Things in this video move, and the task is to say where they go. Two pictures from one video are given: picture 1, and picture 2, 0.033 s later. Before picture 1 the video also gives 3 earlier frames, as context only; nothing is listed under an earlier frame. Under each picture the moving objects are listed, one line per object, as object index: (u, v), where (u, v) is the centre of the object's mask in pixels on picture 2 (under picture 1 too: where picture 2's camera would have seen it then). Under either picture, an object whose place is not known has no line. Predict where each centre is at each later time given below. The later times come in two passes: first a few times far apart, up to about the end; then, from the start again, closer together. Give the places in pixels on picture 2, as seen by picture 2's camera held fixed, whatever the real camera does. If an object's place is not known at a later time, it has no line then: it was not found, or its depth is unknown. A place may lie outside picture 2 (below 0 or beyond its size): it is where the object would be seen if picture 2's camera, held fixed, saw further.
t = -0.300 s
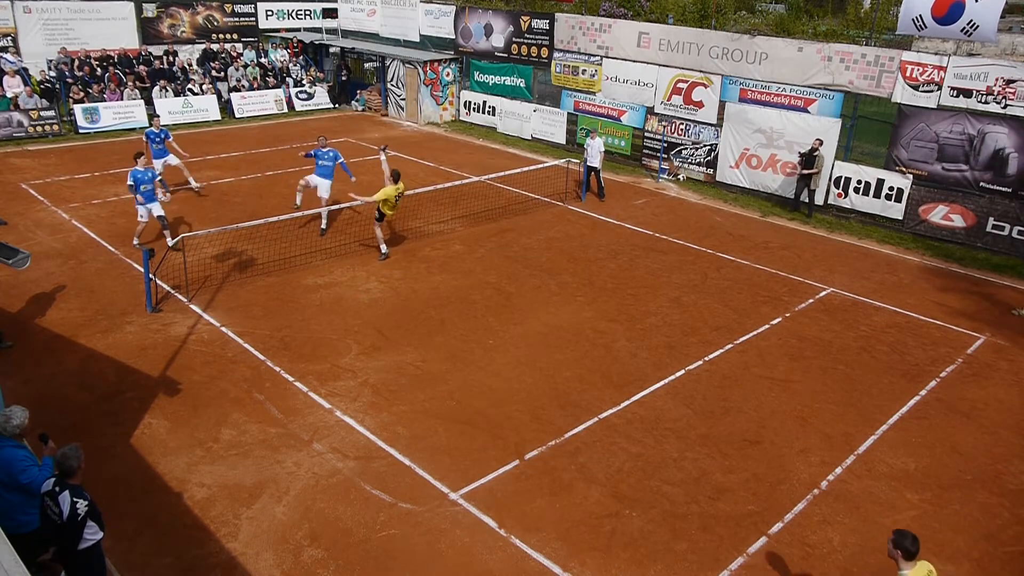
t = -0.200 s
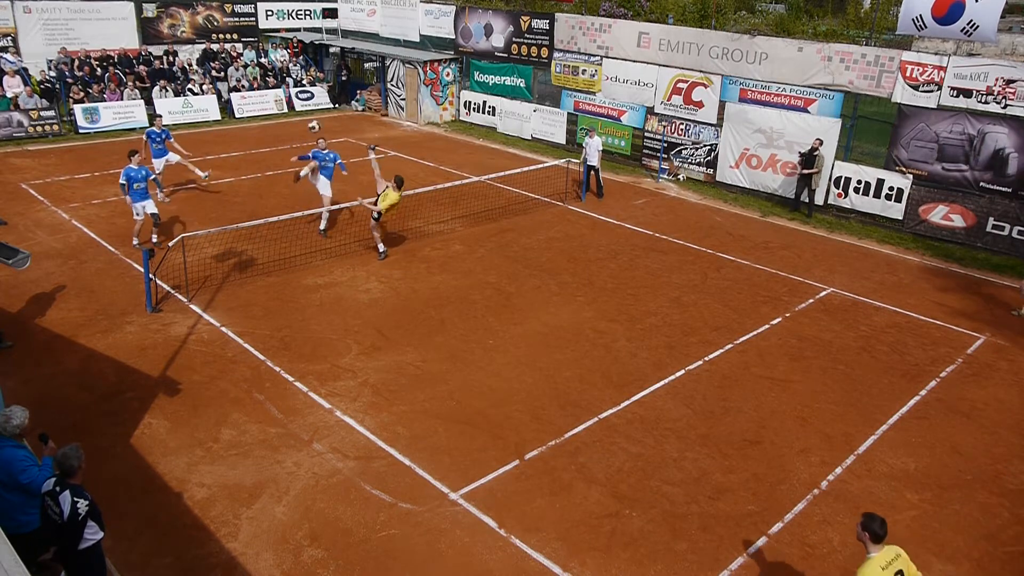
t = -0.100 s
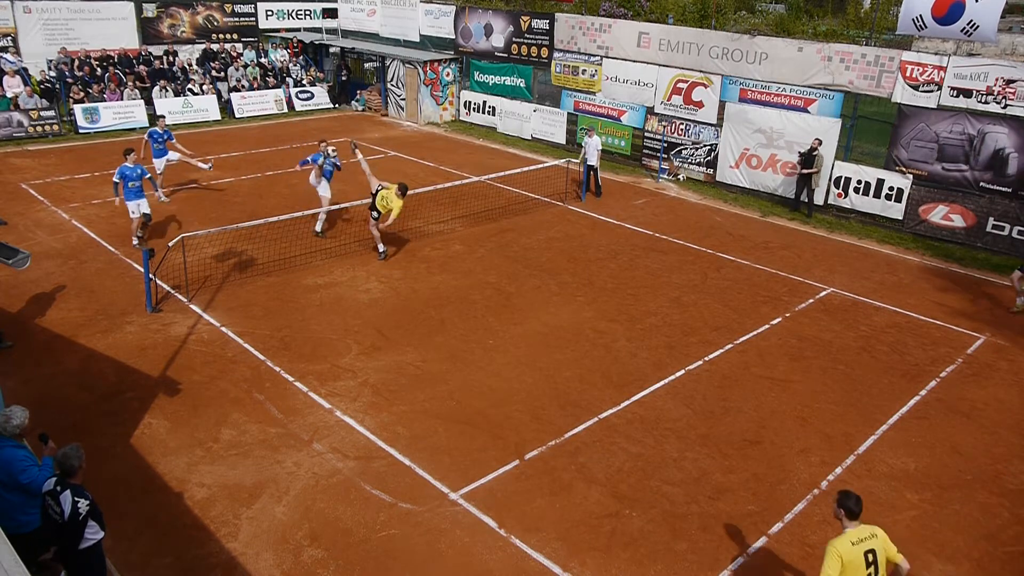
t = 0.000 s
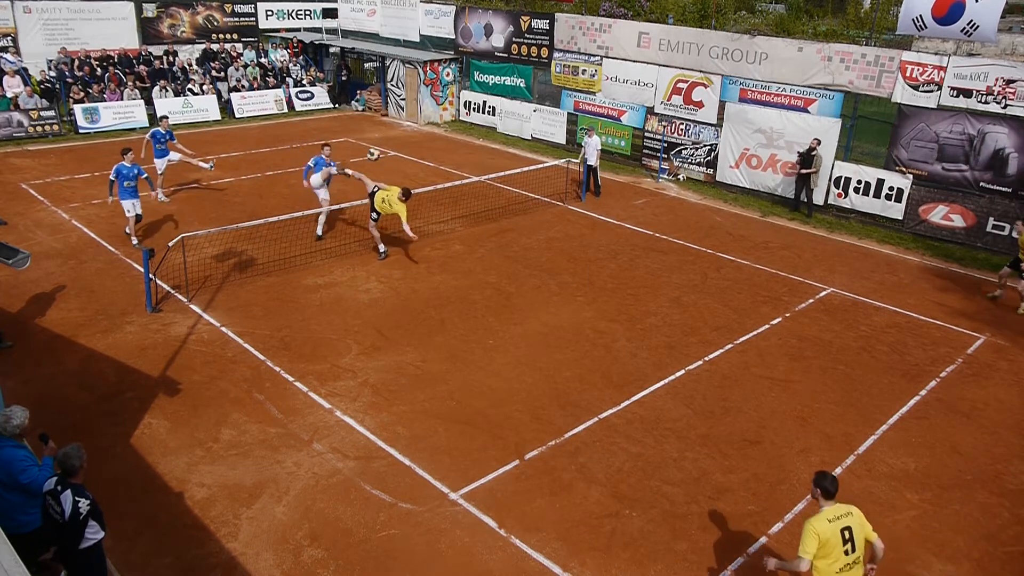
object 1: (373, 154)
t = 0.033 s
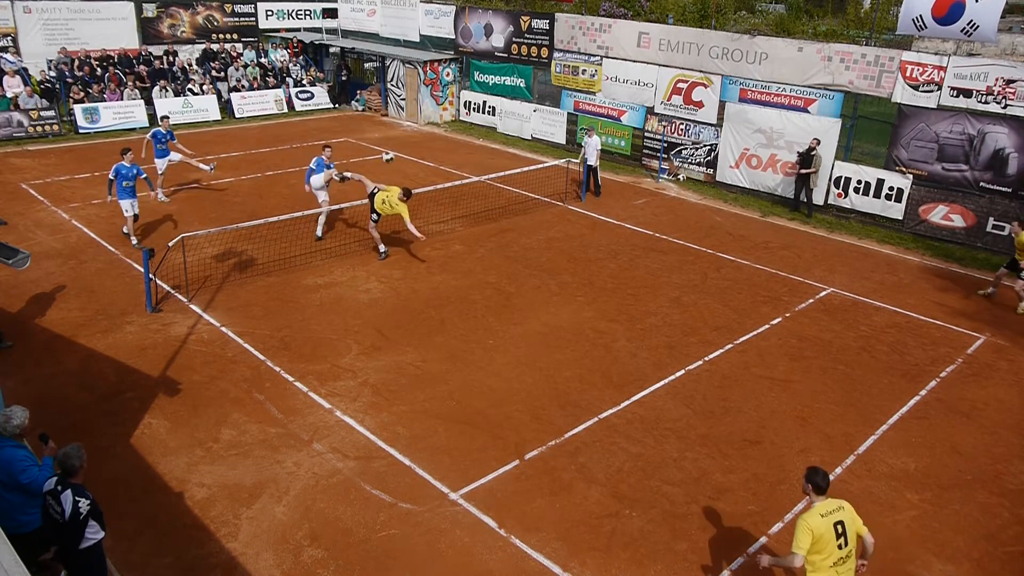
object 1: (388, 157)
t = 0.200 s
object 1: (464, 183)
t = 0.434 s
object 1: (579, 260)
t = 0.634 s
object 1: (681, 360)
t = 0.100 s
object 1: (417, 166)
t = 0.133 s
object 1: (433, 170)
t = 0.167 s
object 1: (447, 176)
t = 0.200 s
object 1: (464, 183)
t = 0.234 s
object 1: (479, 191)
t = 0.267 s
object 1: (495, 200)
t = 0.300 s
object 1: (511, 210)
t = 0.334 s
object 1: (528, 220)
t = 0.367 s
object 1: (545, 232)
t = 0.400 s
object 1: (562, 245)
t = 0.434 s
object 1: (579, 260)
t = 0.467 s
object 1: (596, 274)
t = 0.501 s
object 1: (613, 290)
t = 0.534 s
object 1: (630, 307)
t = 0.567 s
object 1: (648, 325)
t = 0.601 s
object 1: (665, 344)
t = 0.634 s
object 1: (681, 360)
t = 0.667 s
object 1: (696, 354)
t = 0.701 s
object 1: (711, 348)
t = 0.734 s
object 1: (728, 344)
